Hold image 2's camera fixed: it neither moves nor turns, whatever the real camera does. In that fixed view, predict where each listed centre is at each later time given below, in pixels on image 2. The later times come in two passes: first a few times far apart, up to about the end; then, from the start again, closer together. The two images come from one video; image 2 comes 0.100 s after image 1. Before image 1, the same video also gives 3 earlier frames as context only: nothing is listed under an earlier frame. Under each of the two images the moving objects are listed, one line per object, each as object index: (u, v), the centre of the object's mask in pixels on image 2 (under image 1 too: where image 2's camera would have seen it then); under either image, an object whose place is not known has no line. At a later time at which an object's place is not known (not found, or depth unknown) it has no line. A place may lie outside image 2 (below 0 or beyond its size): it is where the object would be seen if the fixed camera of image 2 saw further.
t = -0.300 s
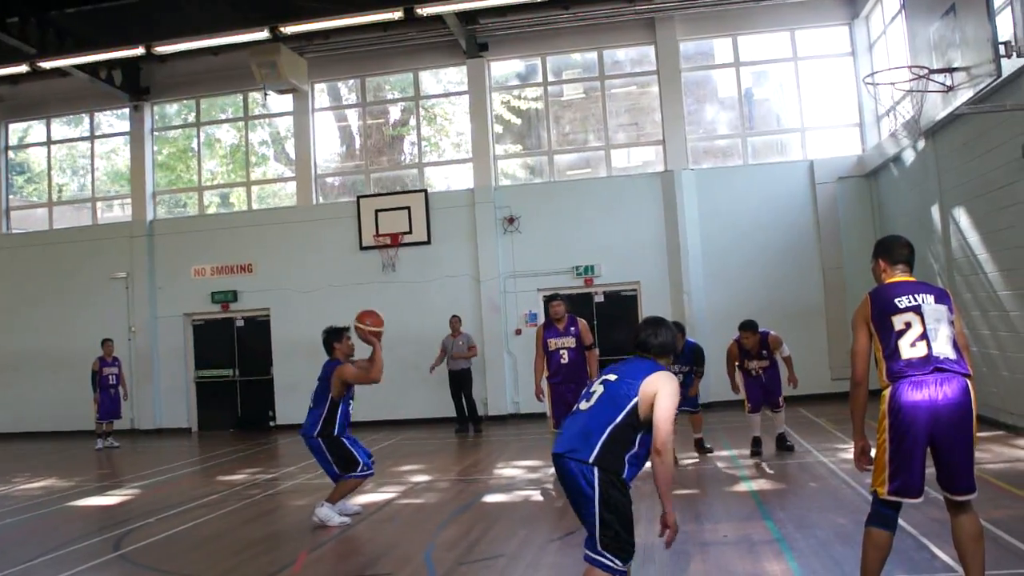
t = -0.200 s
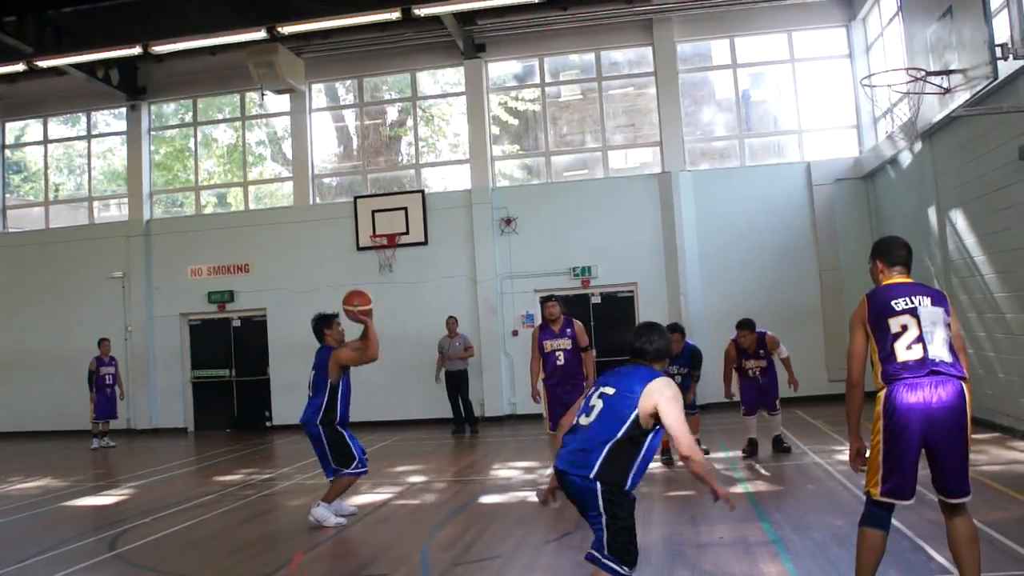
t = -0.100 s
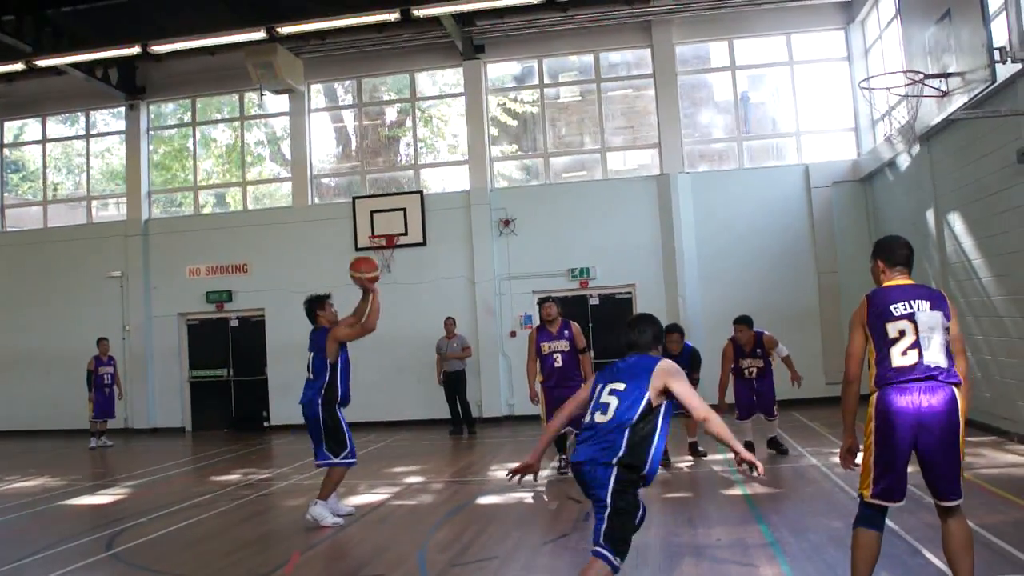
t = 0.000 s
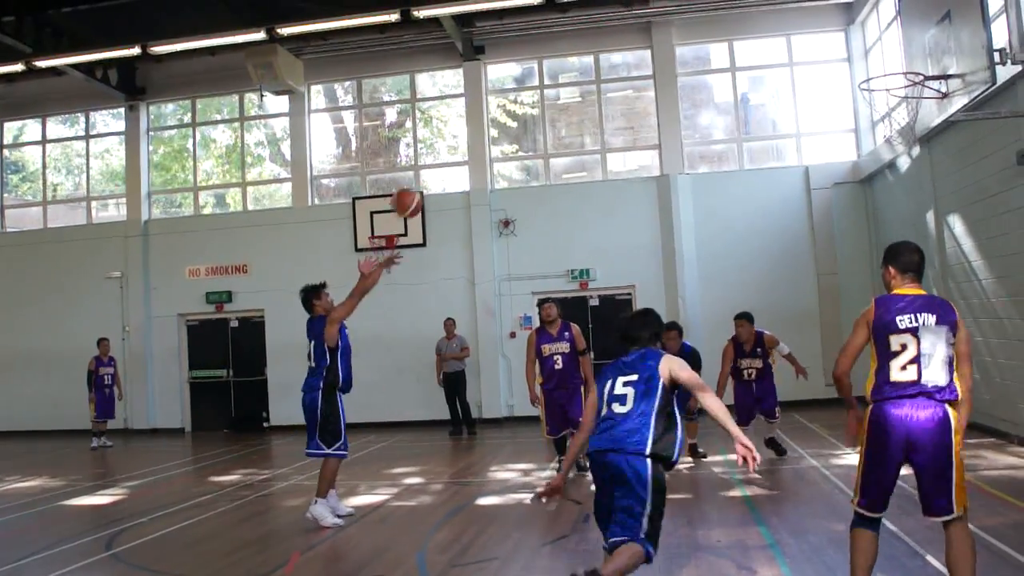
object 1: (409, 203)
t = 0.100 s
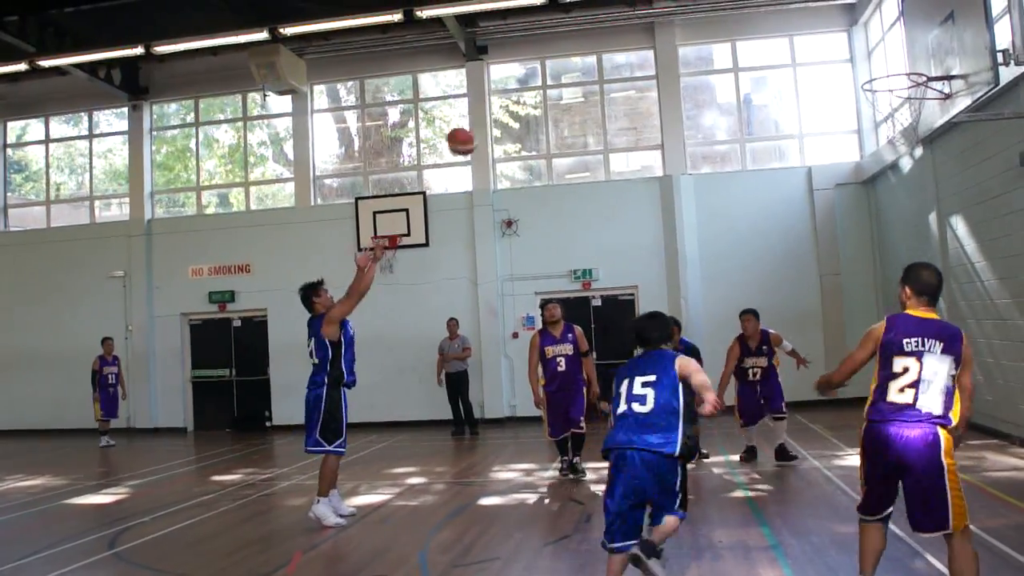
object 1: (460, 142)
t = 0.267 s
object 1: (550, 65)
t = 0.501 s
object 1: (679, 15)
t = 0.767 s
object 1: (834, 42)
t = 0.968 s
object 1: (905, 132)
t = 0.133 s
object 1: (479, 123)
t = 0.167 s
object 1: (497, 106)
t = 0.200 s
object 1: (514, 90)
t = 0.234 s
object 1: (531, 77)
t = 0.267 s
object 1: (550, 65)
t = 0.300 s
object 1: (569, 53)
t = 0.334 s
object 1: (587, 43)
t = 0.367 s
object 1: (604, 34)
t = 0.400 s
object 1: (622, 27)
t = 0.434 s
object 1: (641, 22)
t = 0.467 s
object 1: (659, 18)
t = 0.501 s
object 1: (679, 15)
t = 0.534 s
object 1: (696, 13)
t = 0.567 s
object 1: (716, 12)
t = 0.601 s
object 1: (735, 15)
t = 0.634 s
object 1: (755, 18)
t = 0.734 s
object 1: (813, 33)
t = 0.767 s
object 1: (834, 42)
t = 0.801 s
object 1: (855, 53)
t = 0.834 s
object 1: (874, 63)
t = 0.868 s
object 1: (896, 77)
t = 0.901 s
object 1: (911, 90)
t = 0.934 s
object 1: (908, 111)
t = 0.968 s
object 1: (905, 132)
